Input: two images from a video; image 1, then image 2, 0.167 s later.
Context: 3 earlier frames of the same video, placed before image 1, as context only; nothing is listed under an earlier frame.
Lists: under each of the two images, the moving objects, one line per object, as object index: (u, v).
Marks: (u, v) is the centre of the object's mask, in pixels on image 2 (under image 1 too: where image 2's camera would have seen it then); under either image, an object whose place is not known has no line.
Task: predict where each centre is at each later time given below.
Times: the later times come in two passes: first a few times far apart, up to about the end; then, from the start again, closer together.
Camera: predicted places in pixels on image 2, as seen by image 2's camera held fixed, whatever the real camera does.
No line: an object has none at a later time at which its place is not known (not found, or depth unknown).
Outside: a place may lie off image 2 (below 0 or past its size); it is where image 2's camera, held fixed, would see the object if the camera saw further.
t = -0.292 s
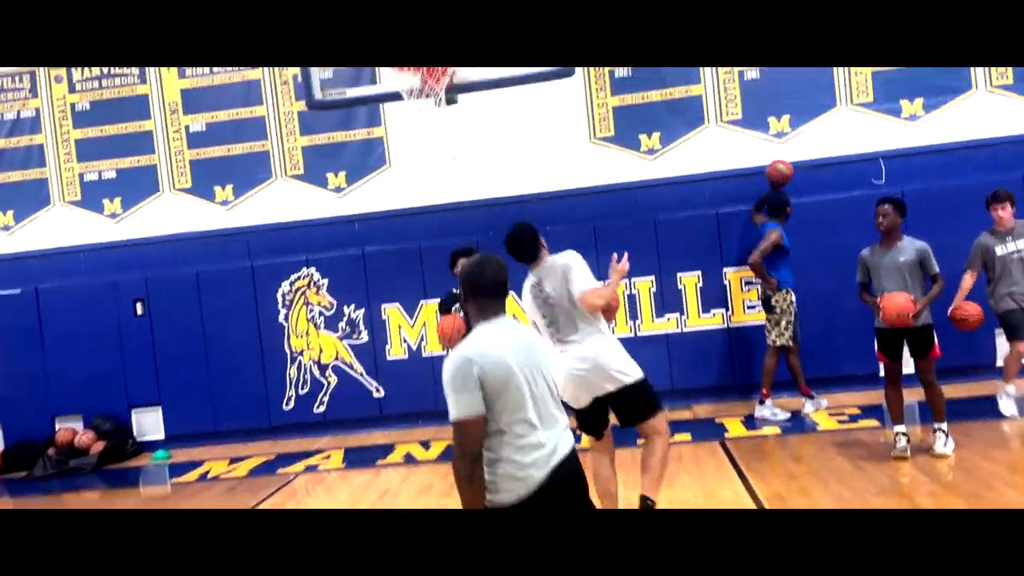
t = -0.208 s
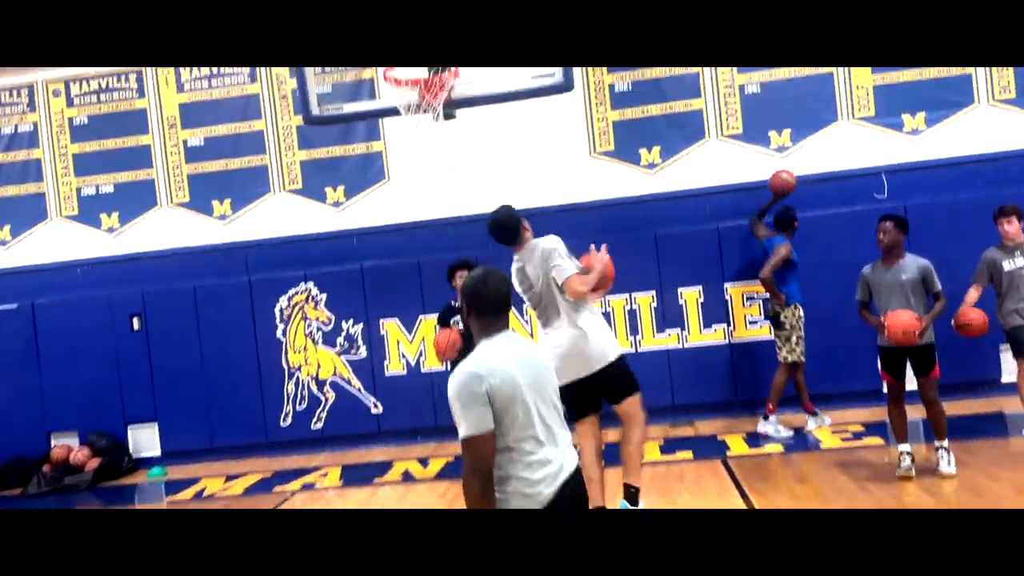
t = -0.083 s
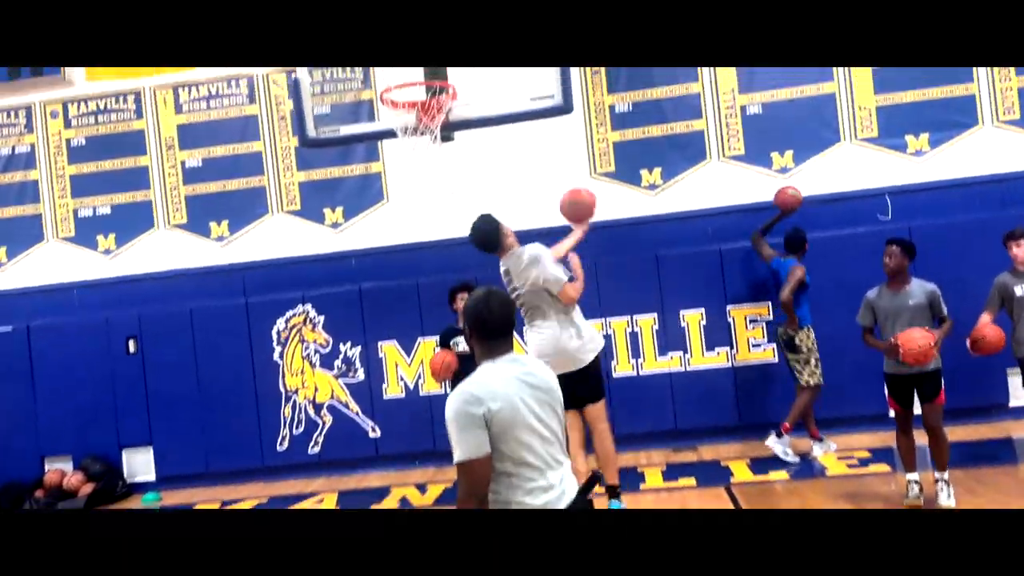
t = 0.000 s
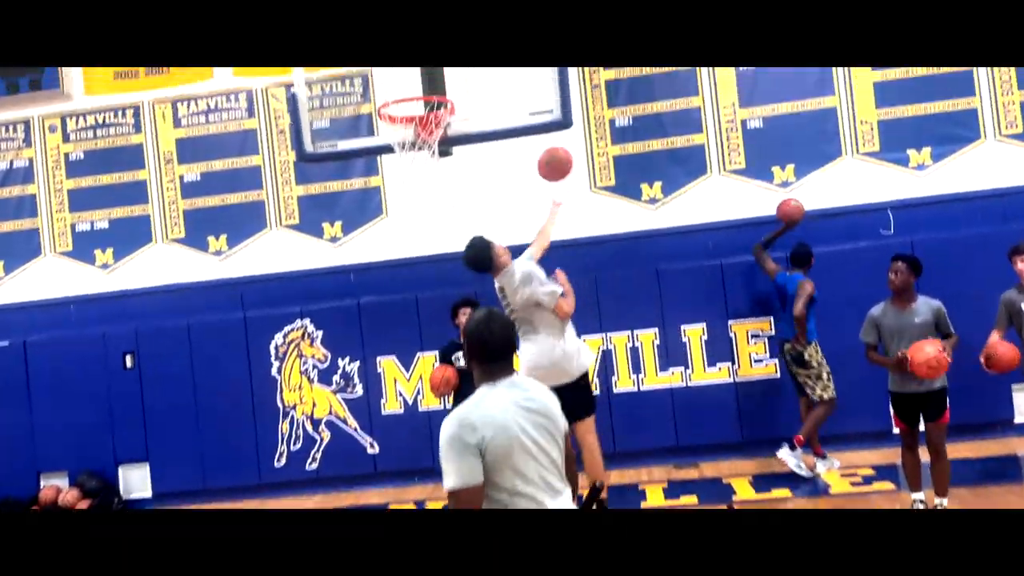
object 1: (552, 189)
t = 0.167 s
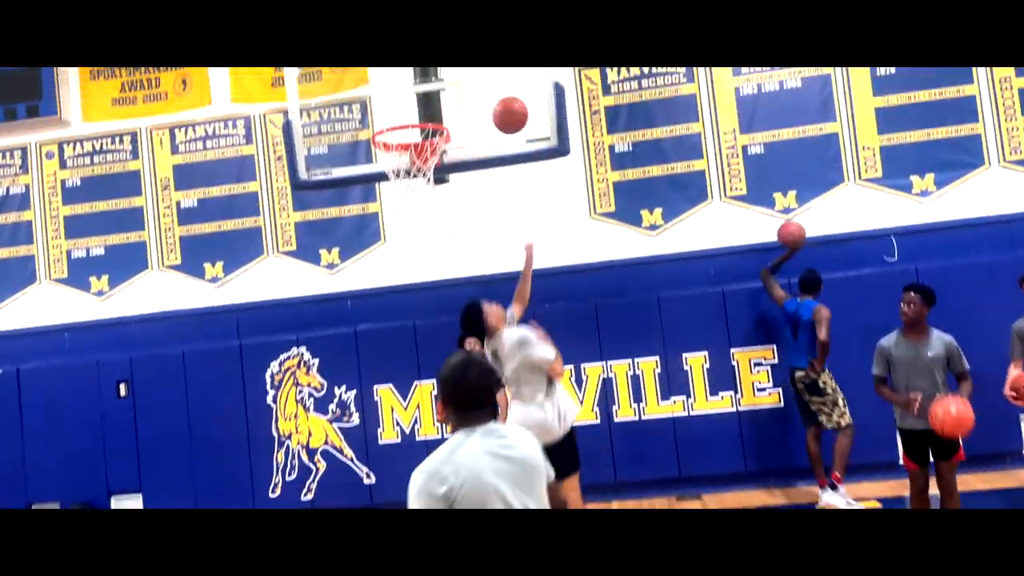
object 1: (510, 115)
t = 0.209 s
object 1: (502, 104)
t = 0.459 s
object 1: (461, 88)
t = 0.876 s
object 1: (469, 104)
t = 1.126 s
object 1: (498, 201)
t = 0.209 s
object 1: (502, 104)
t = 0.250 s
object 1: (495, 95)
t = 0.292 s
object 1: (488, 89)
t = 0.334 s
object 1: (481, 85)
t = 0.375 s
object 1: (474, 83)
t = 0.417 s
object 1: (467, 84)
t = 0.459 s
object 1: (461, 88)
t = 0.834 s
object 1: (465, 97)
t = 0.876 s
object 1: (469, 104)
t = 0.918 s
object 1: (473, 114)
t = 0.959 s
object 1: (477, 126)
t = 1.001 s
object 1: (482, 141)
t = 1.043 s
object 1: (488, 158)
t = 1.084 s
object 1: (493, 179)
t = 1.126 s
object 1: (498, 201)
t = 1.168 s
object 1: (504, 227)
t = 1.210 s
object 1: (510, 254)
